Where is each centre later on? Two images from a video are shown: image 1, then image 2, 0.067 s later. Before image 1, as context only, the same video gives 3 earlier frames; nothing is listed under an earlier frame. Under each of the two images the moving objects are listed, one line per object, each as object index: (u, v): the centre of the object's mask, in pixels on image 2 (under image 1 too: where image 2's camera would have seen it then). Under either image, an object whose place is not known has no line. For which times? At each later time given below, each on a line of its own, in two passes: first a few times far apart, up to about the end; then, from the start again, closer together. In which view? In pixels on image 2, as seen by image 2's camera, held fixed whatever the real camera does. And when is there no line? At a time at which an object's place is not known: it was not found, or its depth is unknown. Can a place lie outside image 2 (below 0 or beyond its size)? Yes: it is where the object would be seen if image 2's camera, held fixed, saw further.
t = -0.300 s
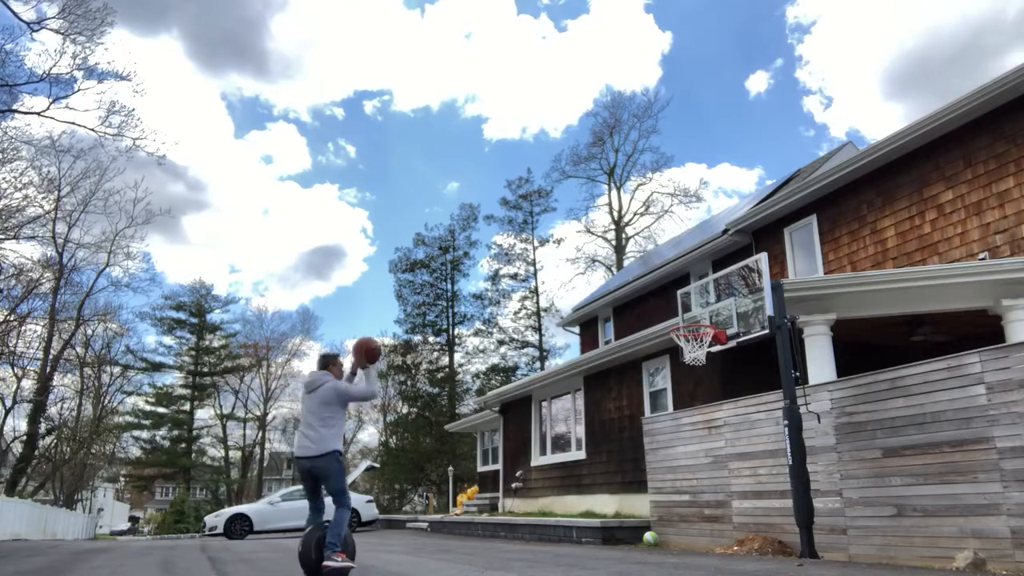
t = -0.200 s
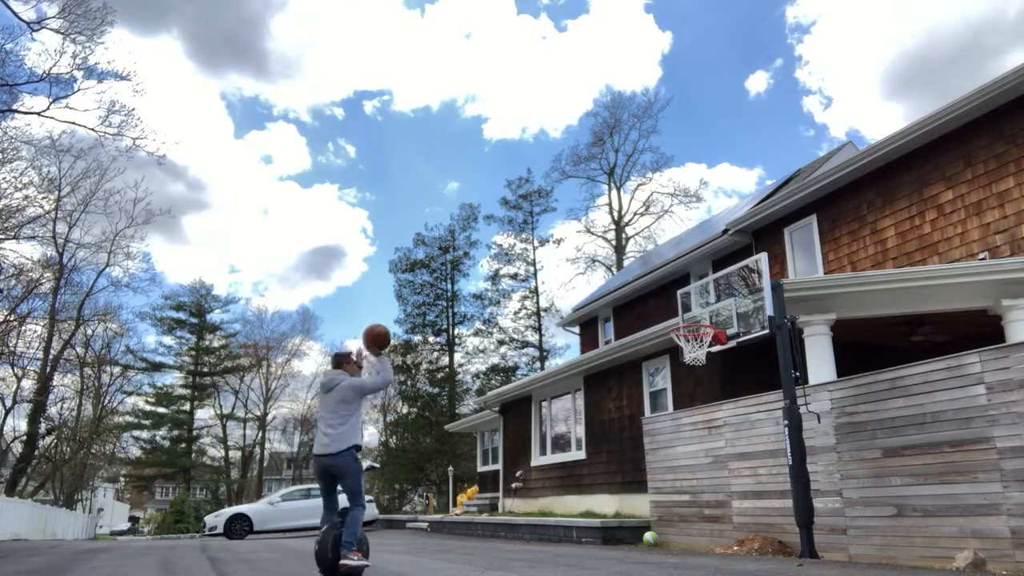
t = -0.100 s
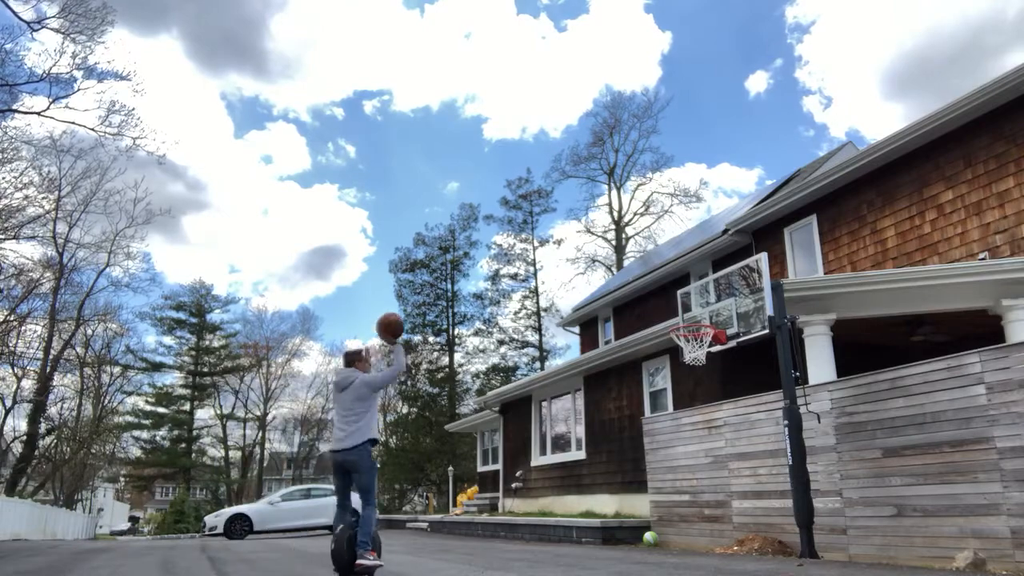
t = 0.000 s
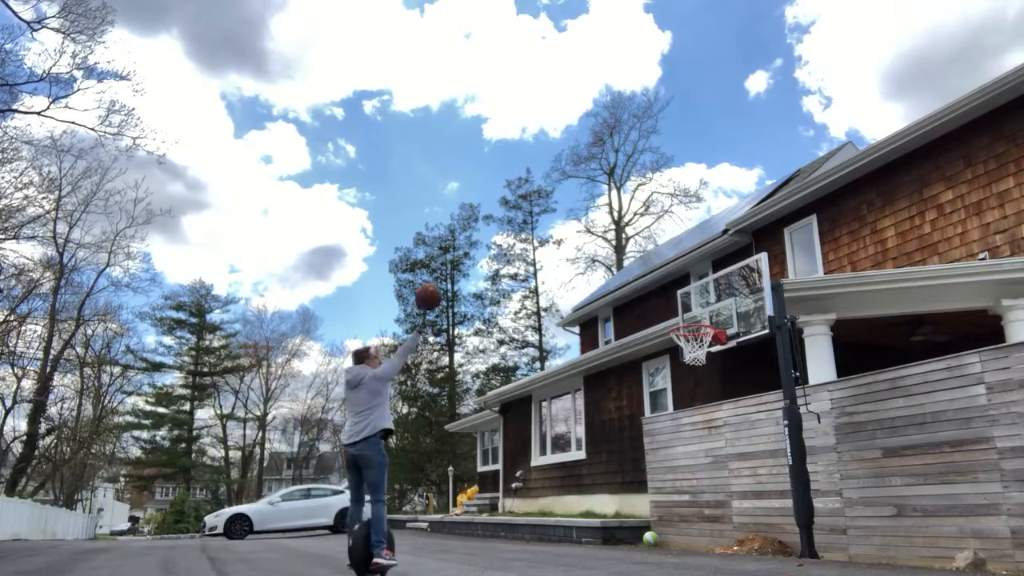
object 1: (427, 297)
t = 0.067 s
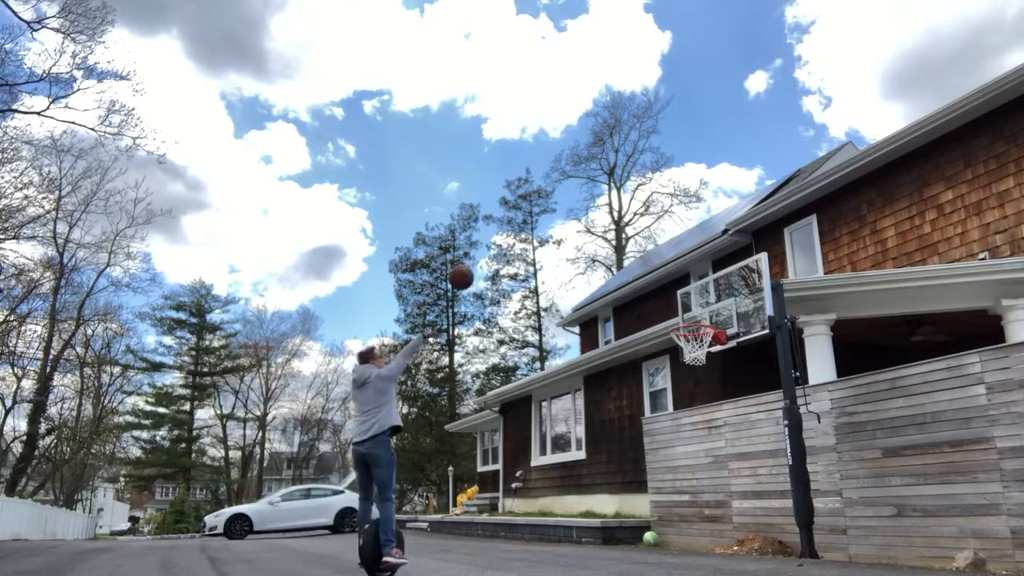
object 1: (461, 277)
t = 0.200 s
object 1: (520, 255)
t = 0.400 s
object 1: (600, 255)
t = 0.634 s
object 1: (681, 297)
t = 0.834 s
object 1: (668, 314)
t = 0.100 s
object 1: (476, 269)
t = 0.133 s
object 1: (491, 264)
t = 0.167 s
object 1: (506, 259)
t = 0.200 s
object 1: (520, 255)
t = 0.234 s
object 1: (535, 253)
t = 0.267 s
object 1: (548, 251)
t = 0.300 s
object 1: (562, 250)
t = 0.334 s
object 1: (575, 251)
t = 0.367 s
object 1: (587, 253)
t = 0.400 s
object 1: (600, 255)
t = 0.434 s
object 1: (612, 260)
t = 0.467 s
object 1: (624, 263)
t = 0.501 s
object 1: (636, 268)
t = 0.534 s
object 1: (648, 274)
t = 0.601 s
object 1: (670, 287)
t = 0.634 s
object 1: (681, 297)
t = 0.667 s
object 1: (693, 306)
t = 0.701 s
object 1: (705, 315)
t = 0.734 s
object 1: (697, 322)
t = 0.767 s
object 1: (687, 317)
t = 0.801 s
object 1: (677, 316)
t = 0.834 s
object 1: (668, 314)
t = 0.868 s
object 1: (659, 312)
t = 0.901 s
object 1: (649, 310)
